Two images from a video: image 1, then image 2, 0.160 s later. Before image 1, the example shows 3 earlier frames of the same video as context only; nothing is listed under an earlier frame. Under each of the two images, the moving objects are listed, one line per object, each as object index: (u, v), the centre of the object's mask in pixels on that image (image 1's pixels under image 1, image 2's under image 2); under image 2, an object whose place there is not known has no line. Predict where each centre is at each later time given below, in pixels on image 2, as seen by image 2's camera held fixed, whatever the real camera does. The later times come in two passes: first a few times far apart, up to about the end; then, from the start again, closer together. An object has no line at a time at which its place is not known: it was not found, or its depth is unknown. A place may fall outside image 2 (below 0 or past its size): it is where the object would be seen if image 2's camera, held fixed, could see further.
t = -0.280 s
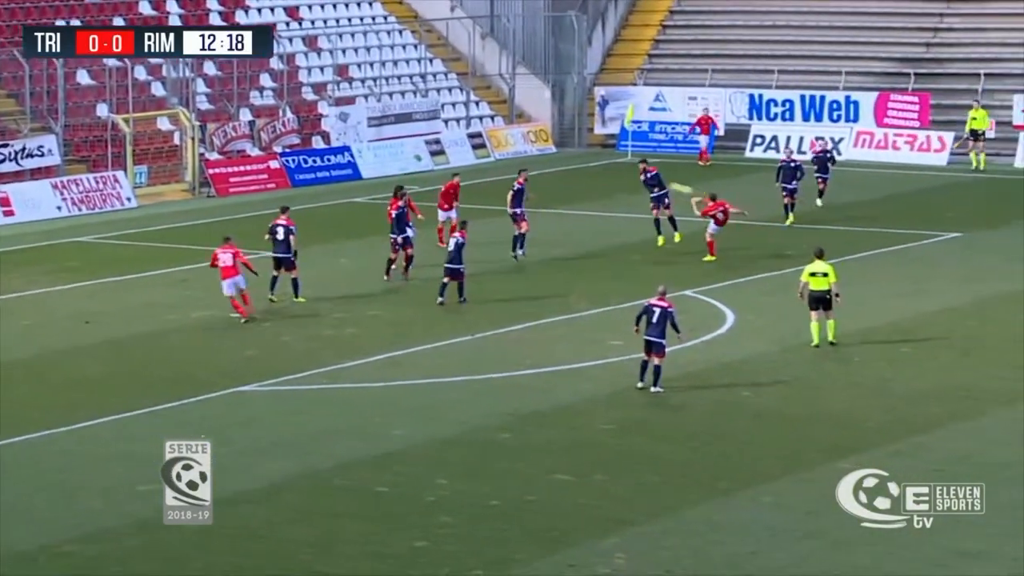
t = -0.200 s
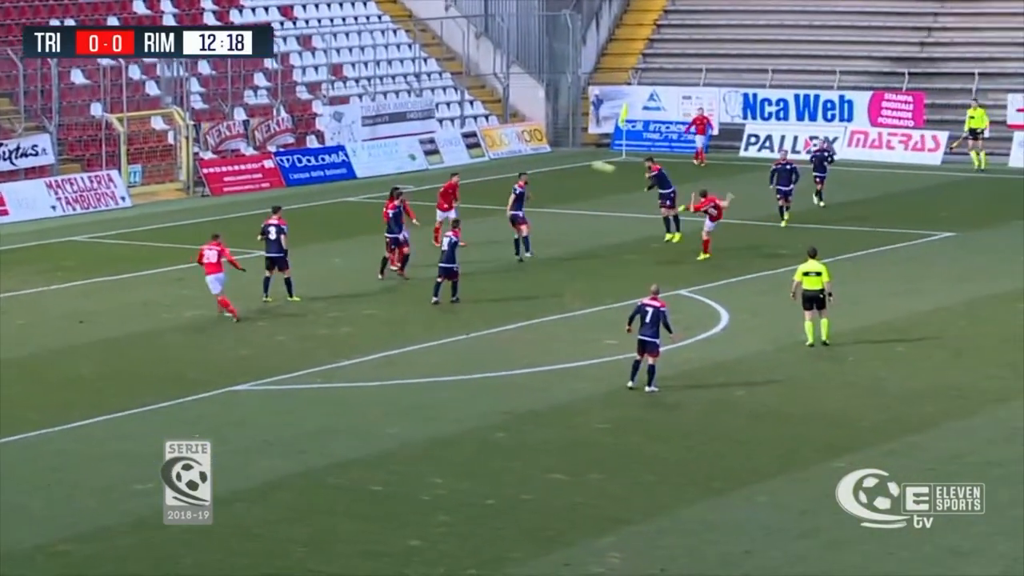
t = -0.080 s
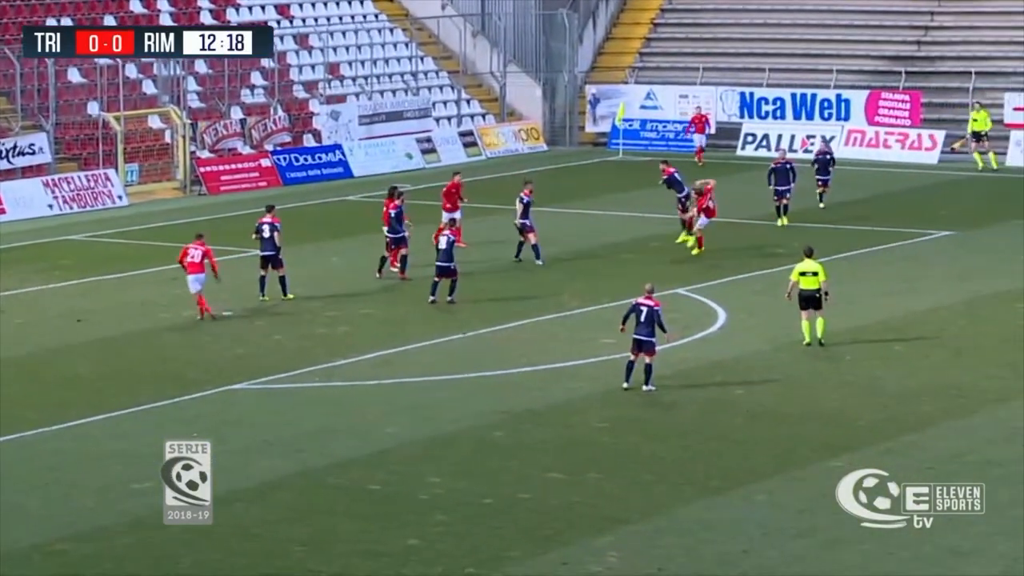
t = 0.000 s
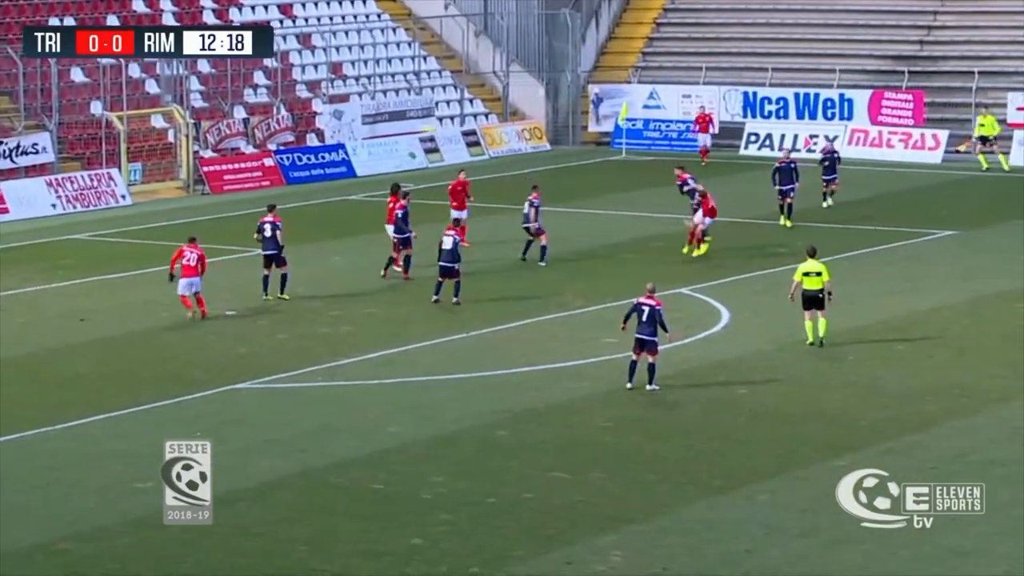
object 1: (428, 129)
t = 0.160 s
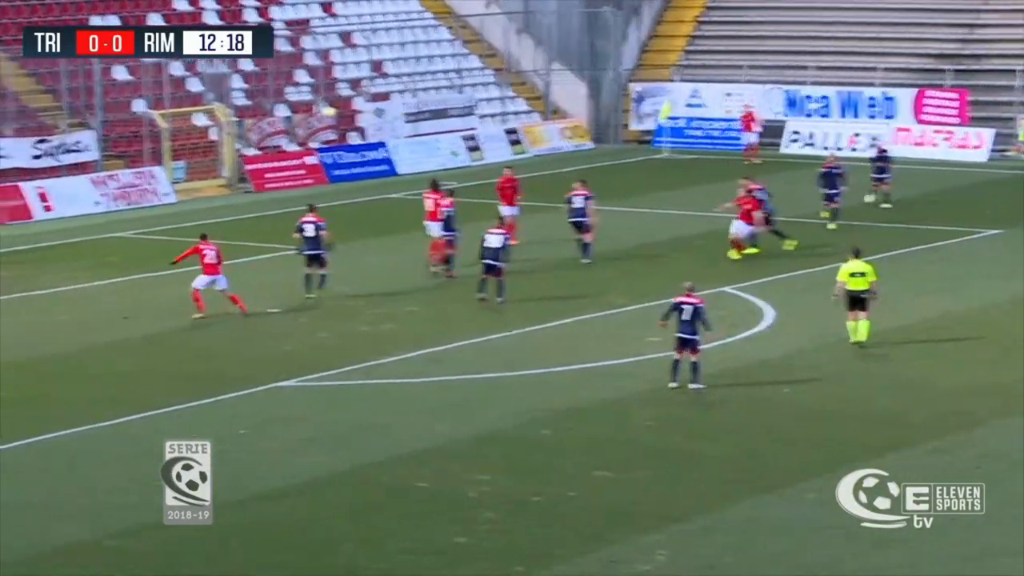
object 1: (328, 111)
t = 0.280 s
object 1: (227, 107)
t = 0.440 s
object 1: (87, 112)
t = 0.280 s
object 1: (227, 107)
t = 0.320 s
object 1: (192, 107)
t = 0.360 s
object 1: (157, 108)
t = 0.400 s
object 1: (122, 110)
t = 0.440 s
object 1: (87, 112)
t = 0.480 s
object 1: (52, 116)
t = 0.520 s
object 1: (17, 121)
